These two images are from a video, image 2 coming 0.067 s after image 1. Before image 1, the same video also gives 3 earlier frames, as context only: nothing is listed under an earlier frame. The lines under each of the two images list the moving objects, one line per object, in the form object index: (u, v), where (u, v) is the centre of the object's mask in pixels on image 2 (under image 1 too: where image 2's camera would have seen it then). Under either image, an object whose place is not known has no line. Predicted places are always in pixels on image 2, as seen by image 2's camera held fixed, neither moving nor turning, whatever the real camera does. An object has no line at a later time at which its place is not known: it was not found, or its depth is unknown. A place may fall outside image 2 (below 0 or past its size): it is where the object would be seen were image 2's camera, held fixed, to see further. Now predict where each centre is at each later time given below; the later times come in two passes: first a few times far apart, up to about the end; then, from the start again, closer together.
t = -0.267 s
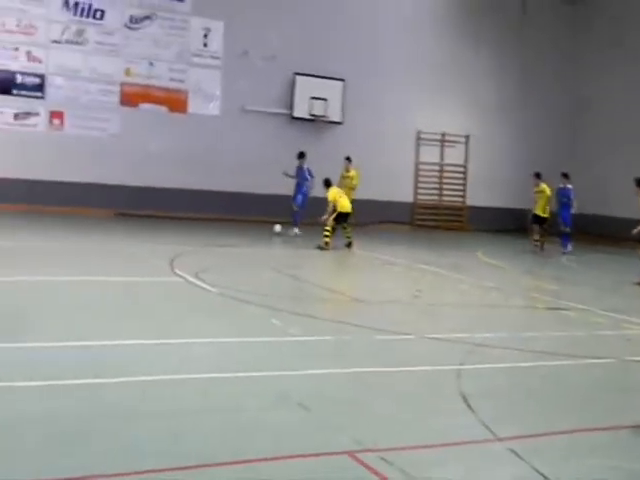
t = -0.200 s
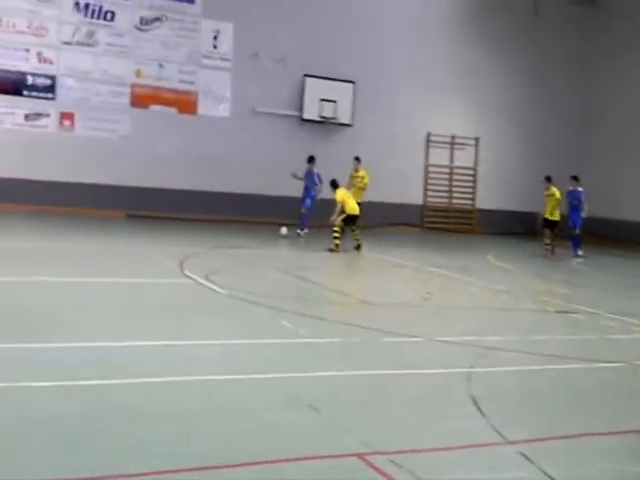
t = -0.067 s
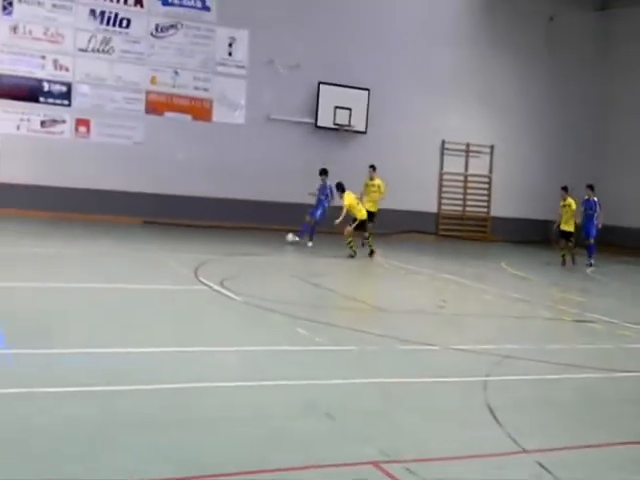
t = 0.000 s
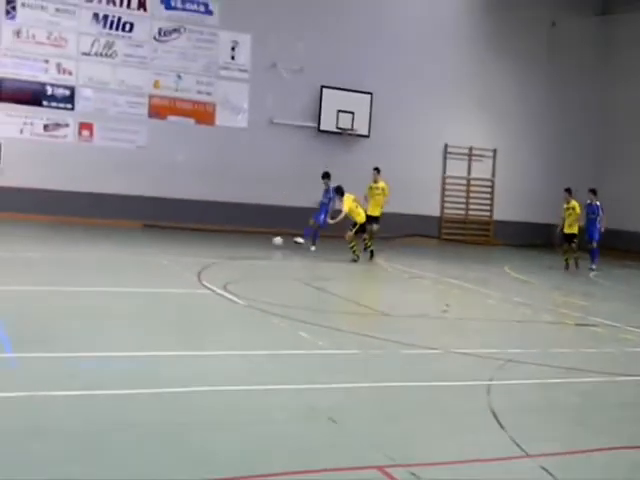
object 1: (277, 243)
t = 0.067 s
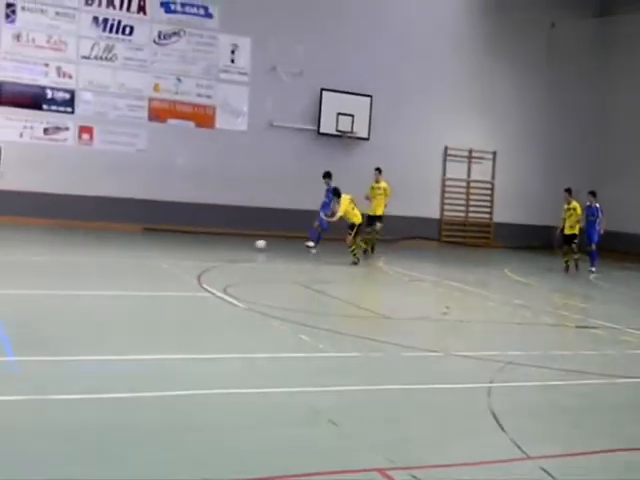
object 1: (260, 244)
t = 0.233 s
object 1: (219, 245)
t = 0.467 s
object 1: (164, 246)
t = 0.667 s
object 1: (118, 247)
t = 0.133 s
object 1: (244, 244)
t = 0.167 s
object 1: (236, 244)
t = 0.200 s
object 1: (227, 244)
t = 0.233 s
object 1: (219, 245)
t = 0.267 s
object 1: (211, 246)
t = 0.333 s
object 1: (195, 245)
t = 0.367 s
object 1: (187, 246)
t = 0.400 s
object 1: (179, 246)
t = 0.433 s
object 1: (172, 246)
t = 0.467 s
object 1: (164, 246)
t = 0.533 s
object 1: (149, 247)
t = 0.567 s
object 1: (141, 247)
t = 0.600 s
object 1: (134, 246)
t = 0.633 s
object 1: (127, 247)
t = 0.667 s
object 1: (118, 247)
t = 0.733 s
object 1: (102, 248)
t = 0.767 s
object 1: (94, 248)
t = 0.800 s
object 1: (85, 248)
